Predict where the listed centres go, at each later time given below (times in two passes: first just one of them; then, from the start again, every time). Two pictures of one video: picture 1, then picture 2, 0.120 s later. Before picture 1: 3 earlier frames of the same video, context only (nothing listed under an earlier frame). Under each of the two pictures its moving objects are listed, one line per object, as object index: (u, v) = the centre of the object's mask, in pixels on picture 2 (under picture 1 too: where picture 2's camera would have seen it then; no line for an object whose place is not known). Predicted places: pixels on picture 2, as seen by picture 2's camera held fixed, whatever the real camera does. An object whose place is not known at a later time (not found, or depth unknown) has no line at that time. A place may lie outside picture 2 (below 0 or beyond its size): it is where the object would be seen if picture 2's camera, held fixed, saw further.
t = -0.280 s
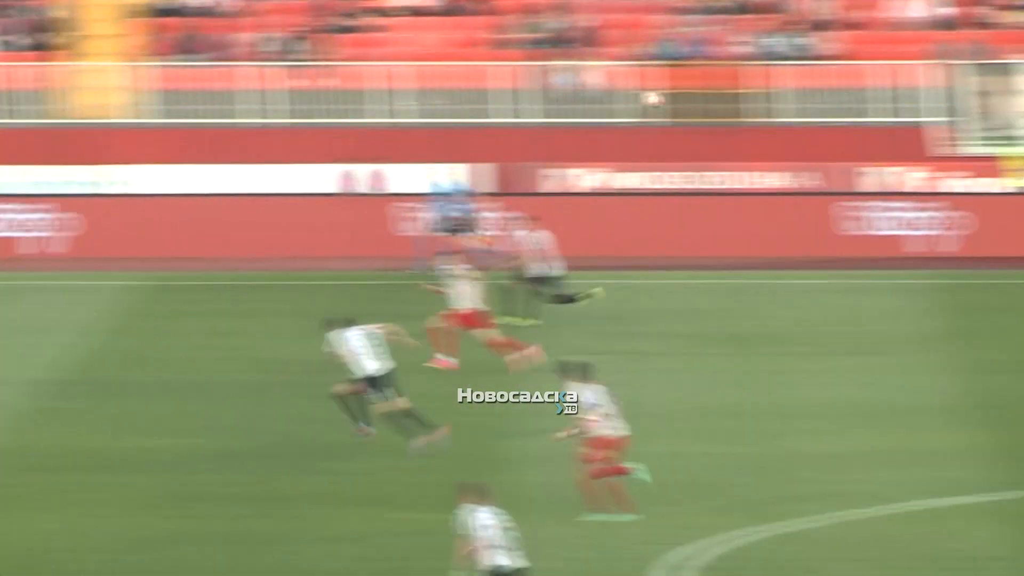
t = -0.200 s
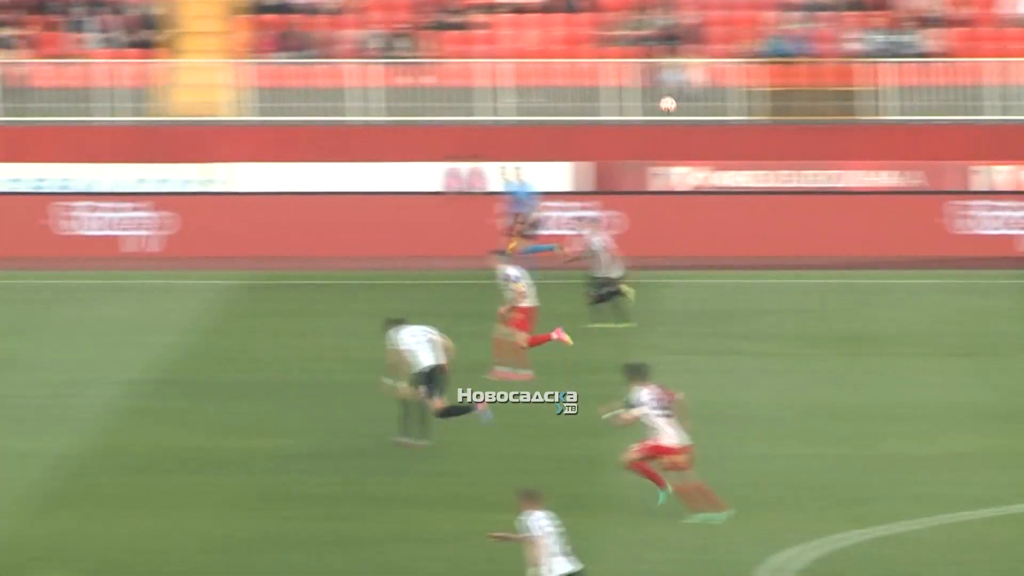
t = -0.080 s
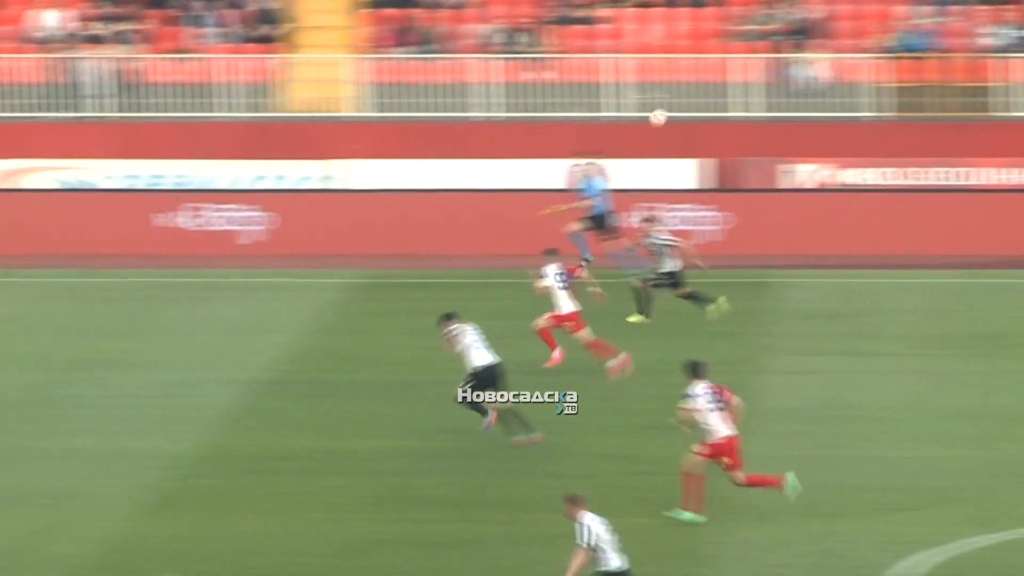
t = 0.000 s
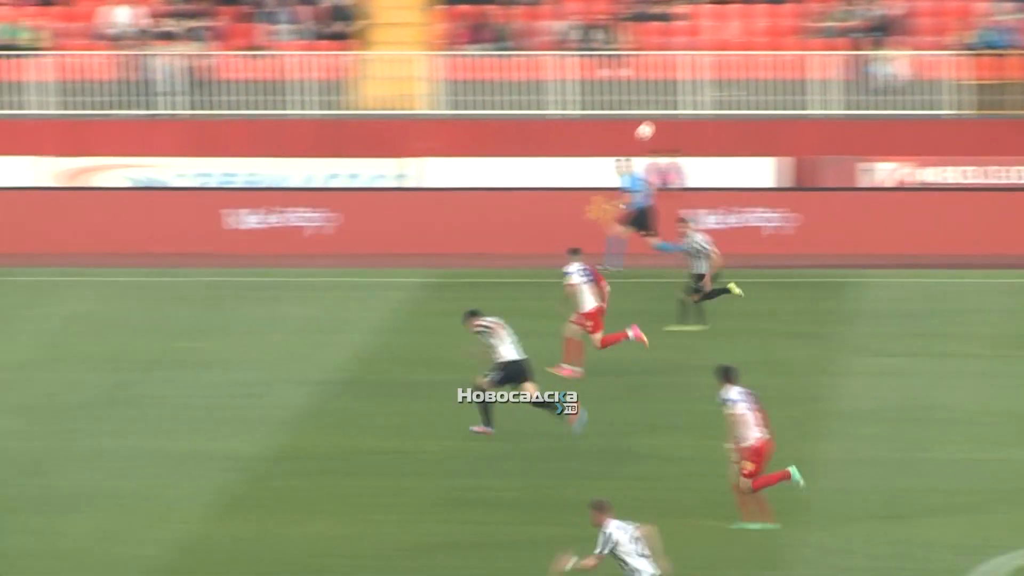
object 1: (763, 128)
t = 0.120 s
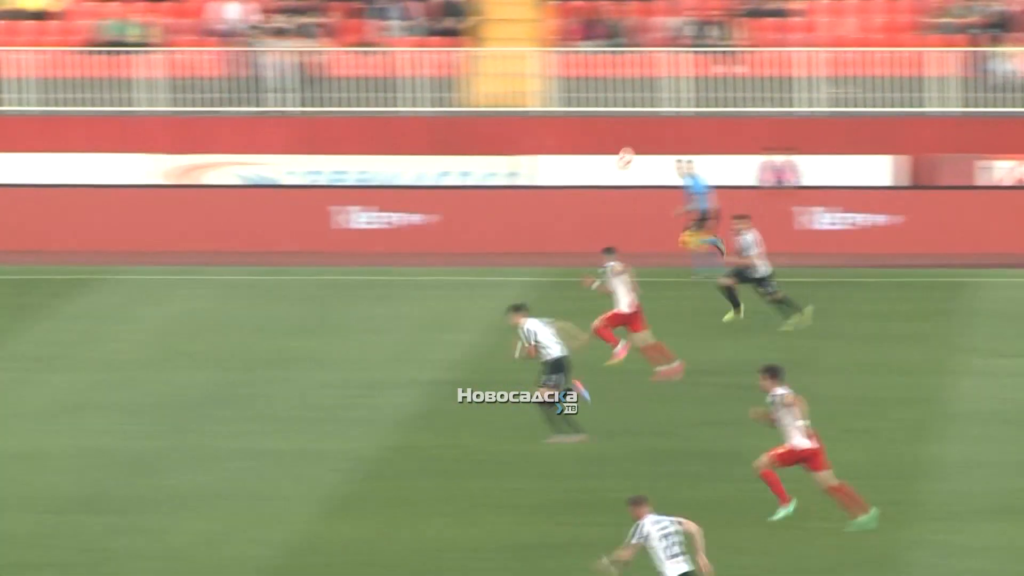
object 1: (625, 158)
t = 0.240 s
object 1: (491, 196)
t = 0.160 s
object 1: (580, 173)
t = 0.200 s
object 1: (534, 185)
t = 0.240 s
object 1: (491, 196)
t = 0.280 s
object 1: (449, 209)
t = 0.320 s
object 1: (406, 225)
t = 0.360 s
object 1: (363, 240)
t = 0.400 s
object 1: (321, 256)
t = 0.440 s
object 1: (280, 272)
